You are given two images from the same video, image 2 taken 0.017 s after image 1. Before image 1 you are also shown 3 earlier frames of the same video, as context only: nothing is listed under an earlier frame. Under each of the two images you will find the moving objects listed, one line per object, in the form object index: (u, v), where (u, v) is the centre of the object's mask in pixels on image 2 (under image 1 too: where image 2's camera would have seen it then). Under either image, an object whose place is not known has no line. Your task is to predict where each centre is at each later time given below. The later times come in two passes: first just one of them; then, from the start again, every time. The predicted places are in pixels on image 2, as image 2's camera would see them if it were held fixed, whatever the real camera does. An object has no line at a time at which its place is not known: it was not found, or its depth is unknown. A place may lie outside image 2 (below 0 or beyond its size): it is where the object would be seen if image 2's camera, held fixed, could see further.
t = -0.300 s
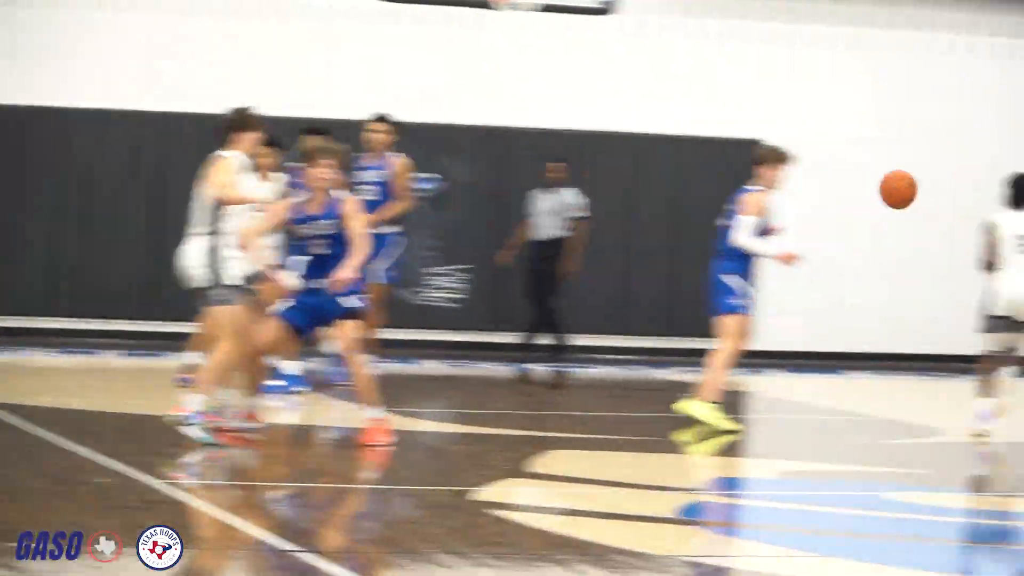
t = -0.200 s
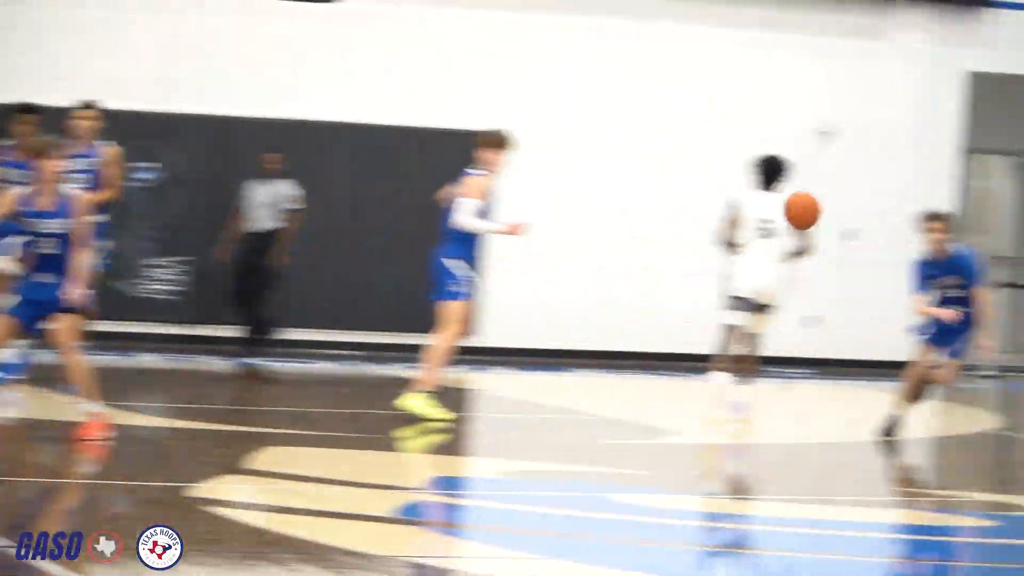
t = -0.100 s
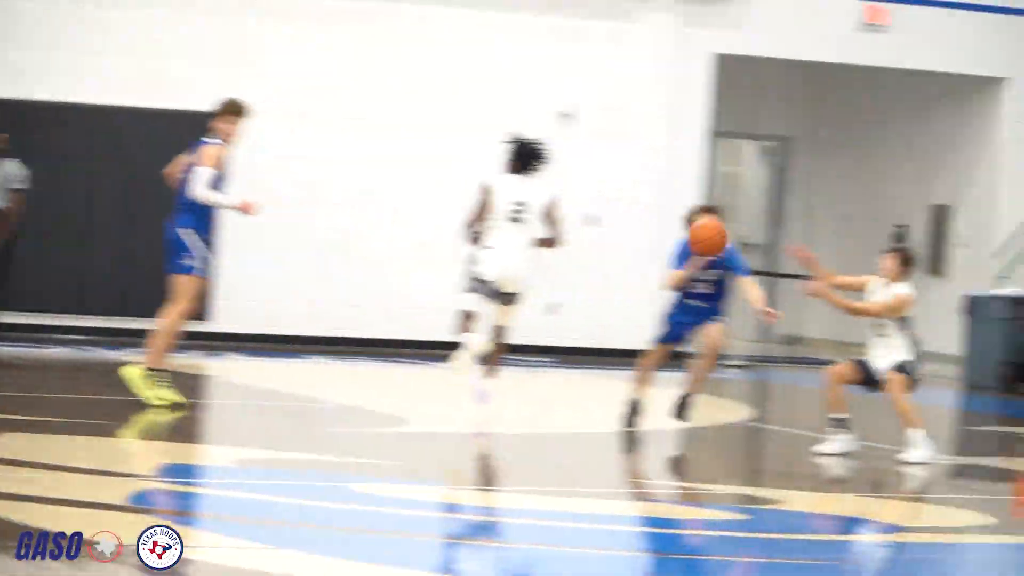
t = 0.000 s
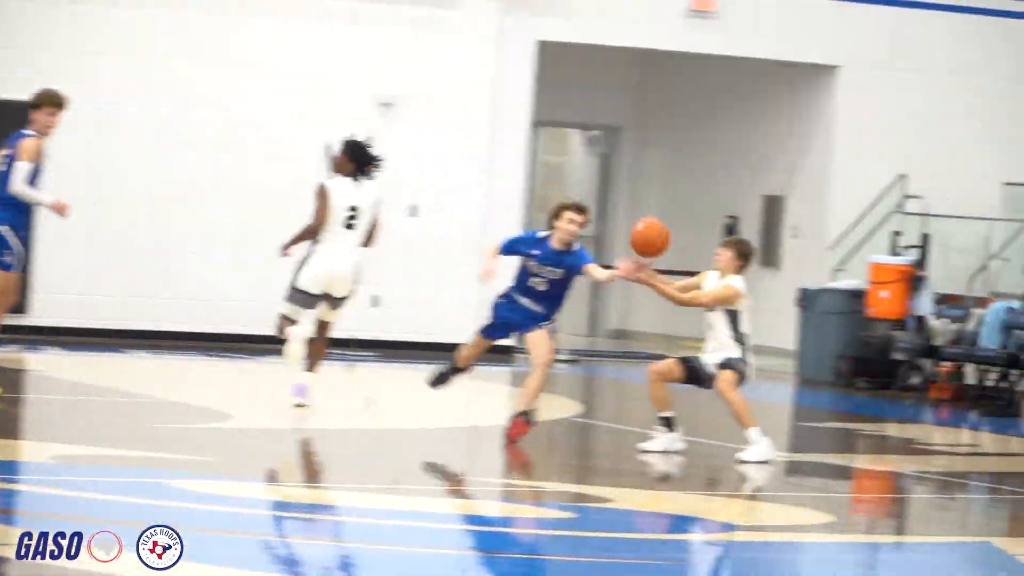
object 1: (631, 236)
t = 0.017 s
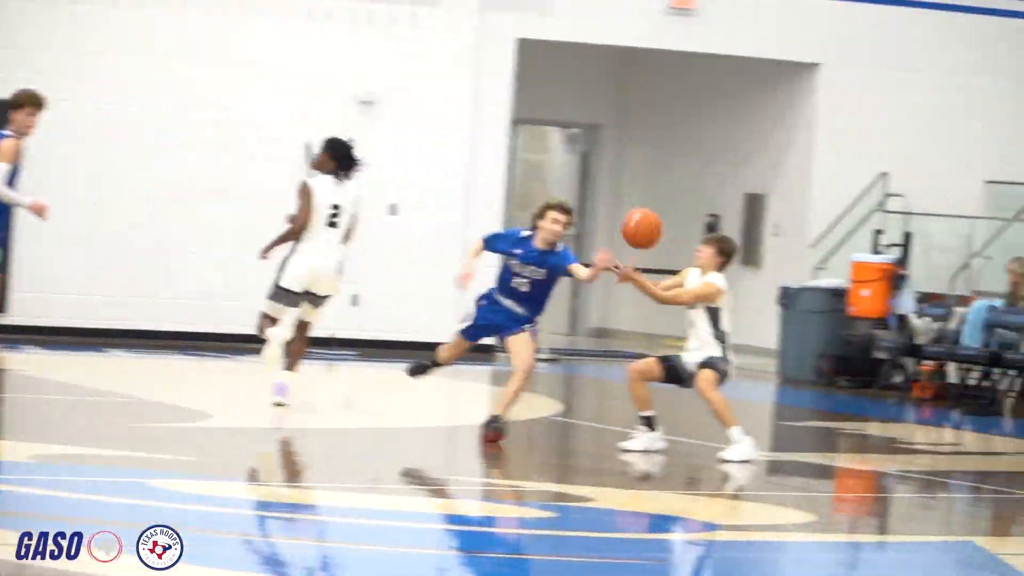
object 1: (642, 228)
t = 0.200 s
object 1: (772, 174)
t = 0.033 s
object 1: (653, 221)
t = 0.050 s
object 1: (663, 215)
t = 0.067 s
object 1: (675, 208)
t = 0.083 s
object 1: (686, 202)
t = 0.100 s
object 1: (698, 197)
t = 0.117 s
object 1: (711, 192)
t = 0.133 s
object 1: (723, 187)
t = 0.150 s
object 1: (734, 183)
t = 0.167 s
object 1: (747, 179)
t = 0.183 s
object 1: (759, 176)
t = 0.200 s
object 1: (772, 174)
